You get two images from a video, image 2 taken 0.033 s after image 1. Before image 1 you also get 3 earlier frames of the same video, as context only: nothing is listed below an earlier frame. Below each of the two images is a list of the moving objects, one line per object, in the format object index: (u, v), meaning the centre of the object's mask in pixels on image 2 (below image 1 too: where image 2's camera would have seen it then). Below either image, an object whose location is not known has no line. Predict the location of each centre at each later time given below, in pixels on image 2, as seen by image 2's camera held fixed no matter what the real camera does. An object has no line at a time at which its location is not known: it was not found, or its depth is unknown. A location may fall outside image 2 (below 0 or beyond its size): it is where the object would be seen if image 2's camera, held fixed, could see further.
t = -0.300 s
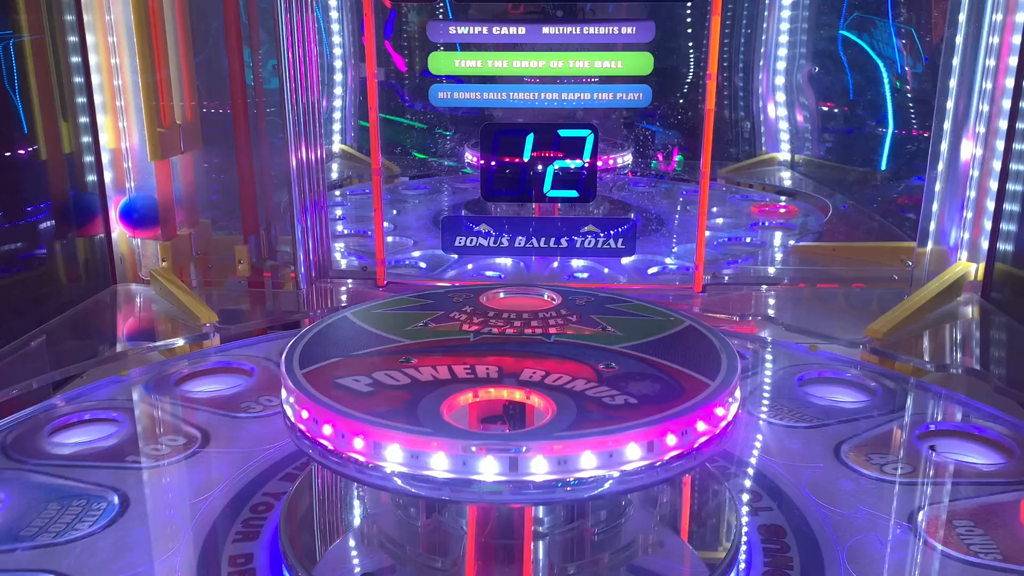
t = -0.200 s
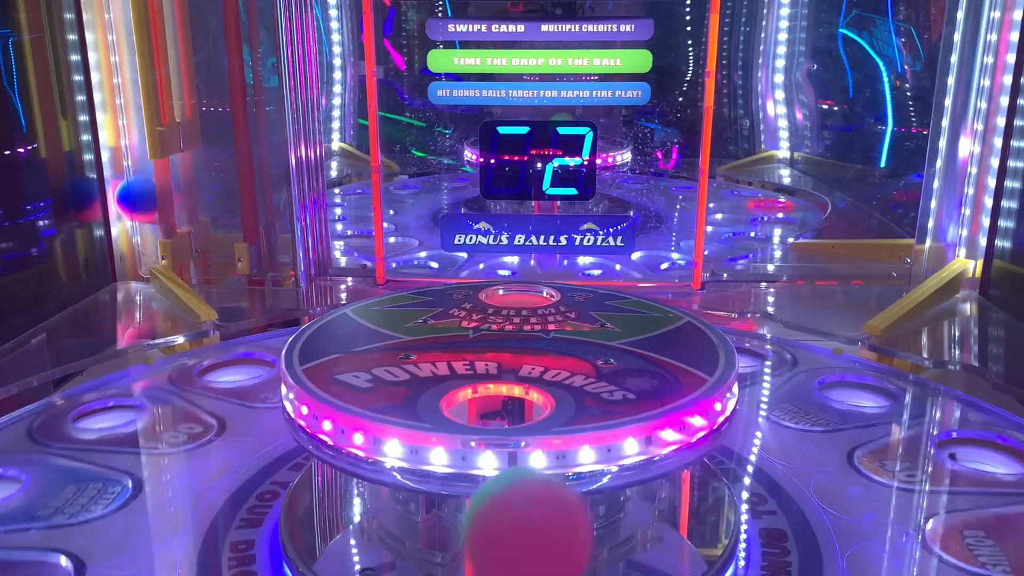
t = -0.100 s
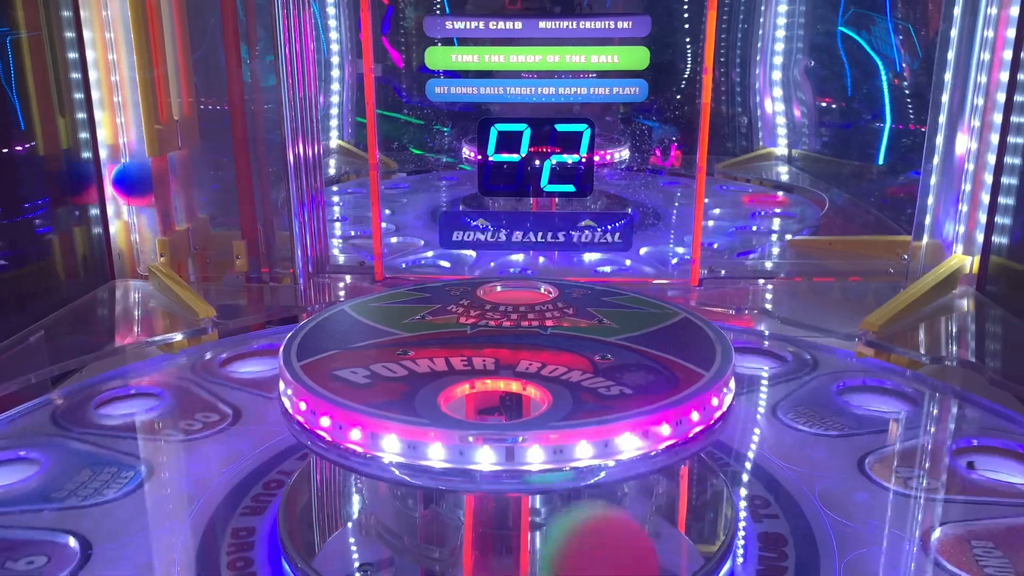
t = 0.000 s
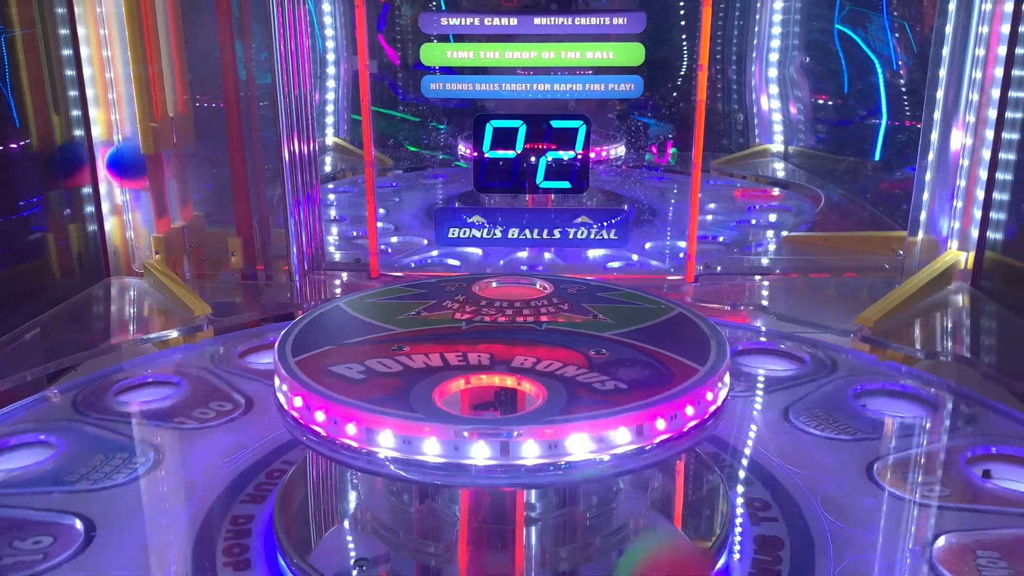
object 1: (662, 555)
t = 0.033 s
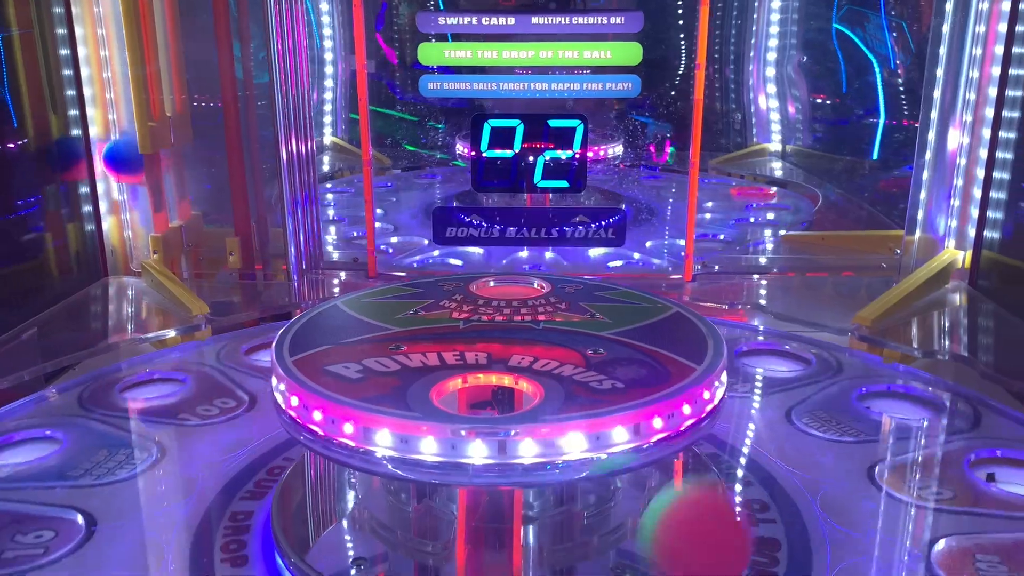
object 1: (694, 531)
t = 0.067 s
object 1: (727, 500)
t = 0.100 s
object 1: (755, 480)
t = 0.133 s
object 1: (781, 474)
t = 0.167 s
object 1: (804, 482)
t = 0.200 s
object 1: (826, 503)
